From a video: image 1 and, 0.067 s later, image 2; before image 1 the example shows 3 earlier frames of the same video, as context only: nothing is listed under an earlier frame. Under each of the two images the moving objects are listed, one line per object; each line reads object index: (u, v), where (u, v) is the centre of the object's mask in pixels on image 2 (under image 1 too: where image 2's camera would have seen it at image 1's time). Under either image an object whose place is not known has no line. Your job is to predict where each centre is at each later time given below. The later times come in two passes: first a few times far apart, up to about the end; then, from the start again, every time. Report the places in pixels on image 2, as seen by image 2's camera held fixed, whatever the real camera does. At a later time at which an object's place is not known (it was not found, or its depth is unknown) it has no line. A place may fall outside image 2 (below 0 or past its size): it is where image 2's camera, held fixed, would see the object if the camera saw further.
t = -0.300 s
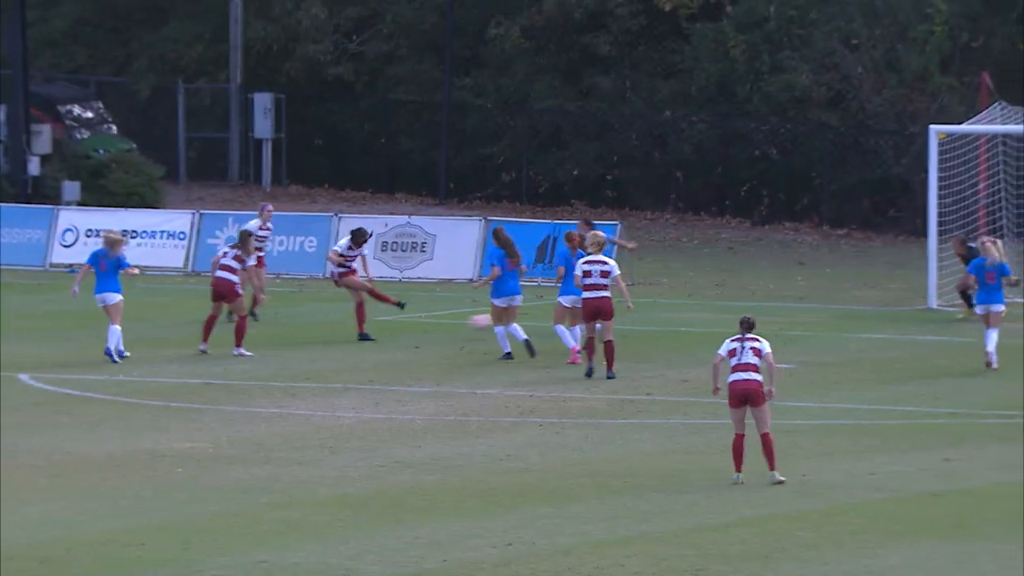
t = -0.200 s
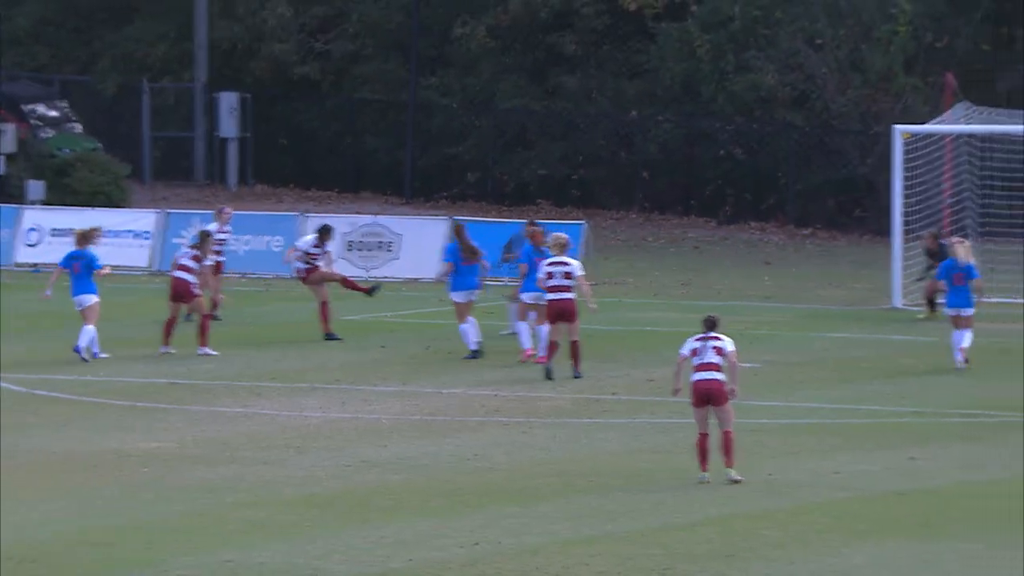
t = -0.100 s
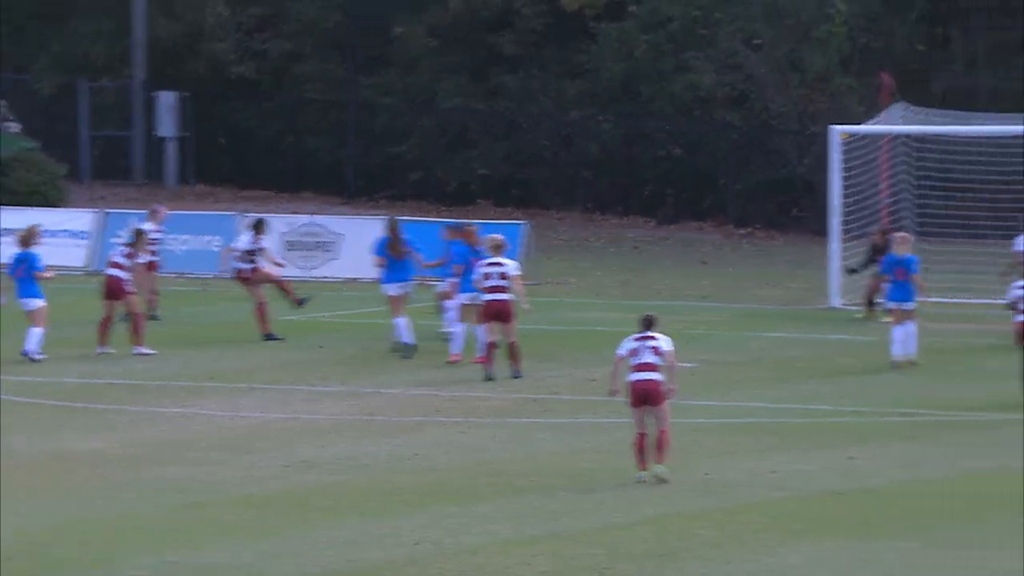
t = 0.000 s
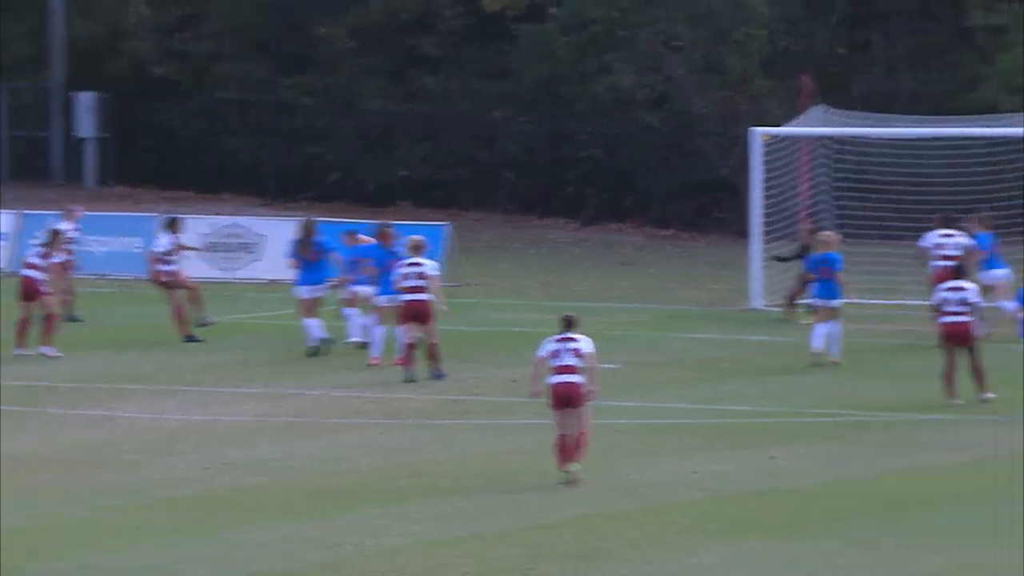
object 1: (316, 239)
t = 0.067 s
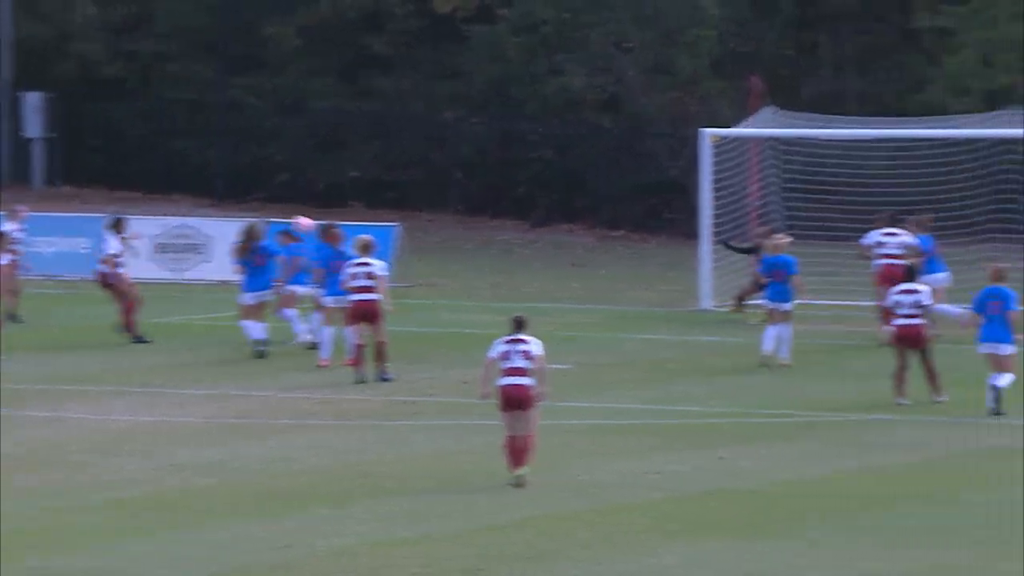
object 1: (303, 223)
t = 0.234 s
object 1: (277, 189)
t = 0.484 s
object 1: (231, 175)
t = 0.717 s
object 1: (192, 202)
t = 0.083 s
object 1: (300, 218)
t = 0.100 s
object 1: (297, 214)
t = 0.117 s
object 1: (294, 210)
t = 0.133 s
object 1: (293, 207)
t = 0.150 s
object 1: (290, 204)
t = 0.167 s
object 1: (287, 201)
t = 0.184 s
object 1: (284, 197)
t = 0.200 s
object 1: (282, 194)
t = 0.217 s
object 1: (279, 192)
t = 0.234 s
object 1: (277, 189)
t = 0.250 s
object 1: (273, 187)
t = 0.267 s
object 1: (270, 183)
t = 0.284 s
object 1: (268, 183)
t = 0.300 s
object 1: (265, 181)
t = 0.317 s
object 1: (262, 179)
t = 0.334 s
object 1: (259, 178)
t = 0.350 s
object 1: (256, 177)
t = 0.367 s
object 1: (253, 176)
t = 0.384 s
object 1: (250, 175)
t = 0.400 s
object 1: (247, 175)
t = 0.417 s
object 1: (245, 174)
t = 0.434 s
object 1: (241, 174)
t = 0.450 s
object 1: (239, 174)
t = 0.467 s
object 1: (235, 174)
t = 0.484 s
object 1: (231, 175)
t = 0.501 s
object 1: (229, 175)
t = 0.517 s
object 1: (226, 176)
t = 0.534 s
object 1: (223, 177)
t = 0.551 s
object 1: (220, 178)
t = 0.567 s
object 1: (218, 180)
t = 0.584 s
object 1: (215, 182)
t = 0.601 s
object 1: (211, 183)
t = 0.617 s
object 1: (209, 186)
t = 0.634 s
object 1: (206, 188)
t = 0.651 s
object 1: (203, 190)
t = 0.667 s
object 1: (200, 193)
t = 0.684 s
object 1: (197, 196)
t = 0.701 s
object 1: (194, 198)
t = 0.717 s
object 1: (192, 202)
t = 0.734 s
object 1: (189, 205)
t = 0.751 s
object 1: (186, 209)
